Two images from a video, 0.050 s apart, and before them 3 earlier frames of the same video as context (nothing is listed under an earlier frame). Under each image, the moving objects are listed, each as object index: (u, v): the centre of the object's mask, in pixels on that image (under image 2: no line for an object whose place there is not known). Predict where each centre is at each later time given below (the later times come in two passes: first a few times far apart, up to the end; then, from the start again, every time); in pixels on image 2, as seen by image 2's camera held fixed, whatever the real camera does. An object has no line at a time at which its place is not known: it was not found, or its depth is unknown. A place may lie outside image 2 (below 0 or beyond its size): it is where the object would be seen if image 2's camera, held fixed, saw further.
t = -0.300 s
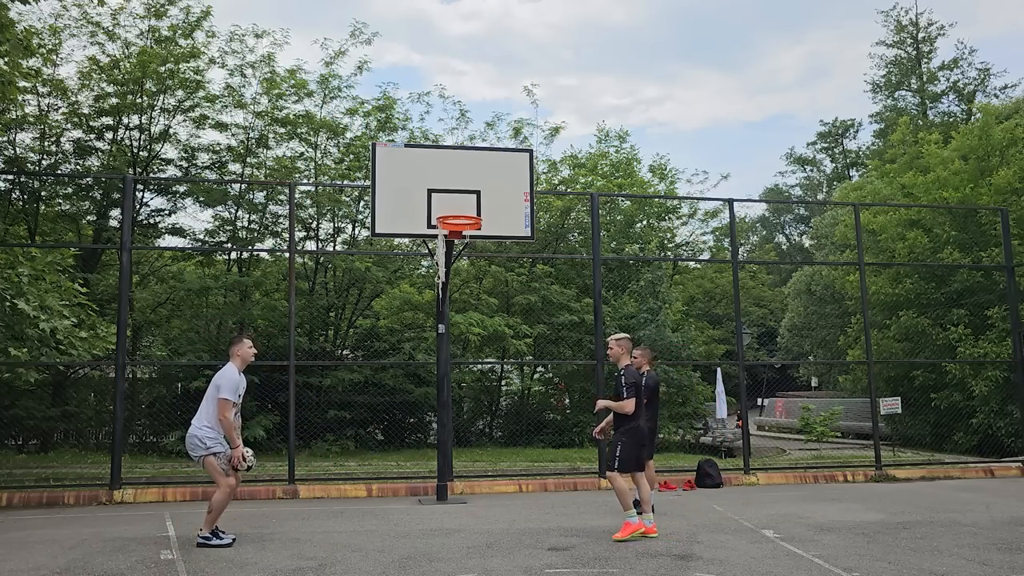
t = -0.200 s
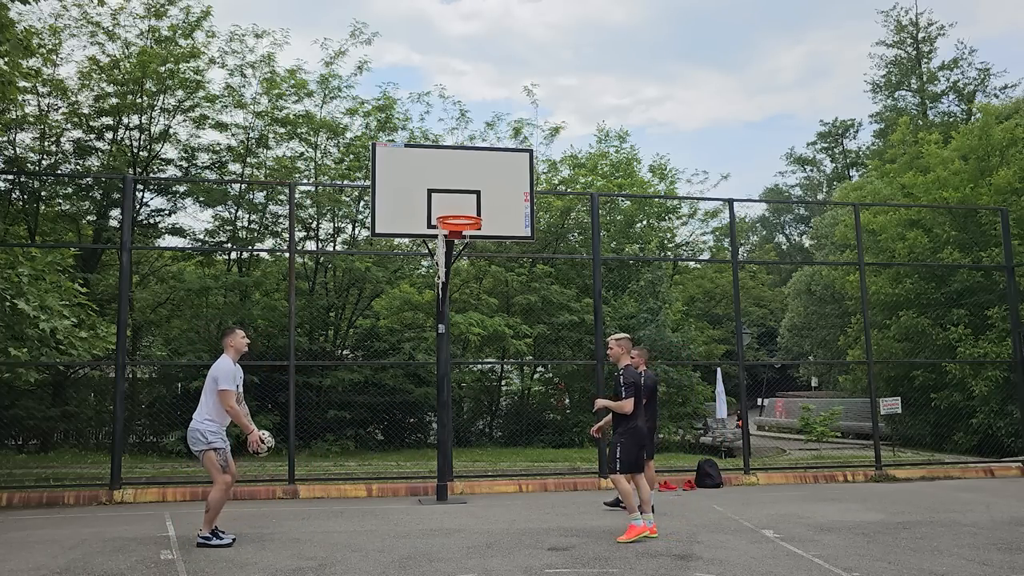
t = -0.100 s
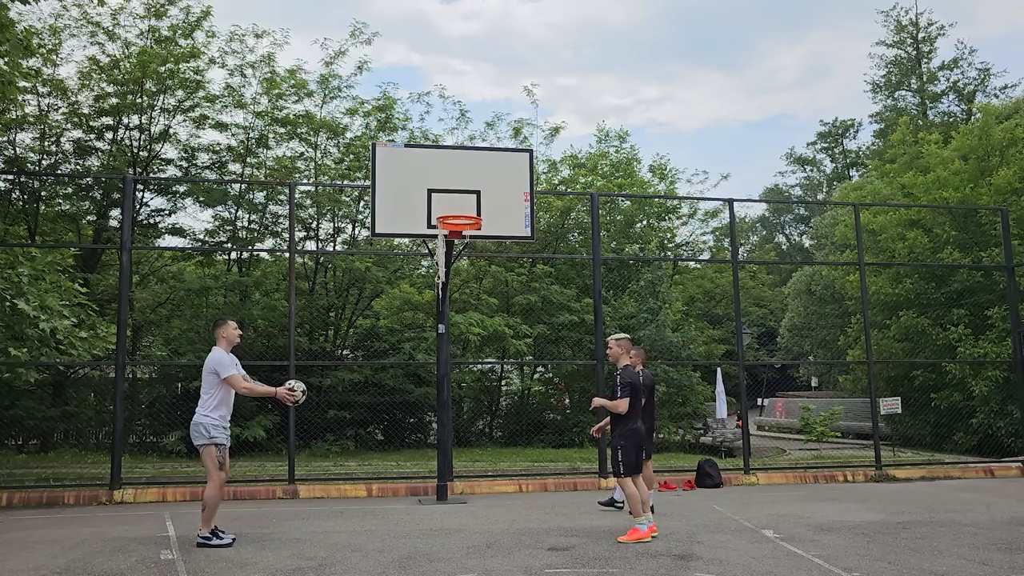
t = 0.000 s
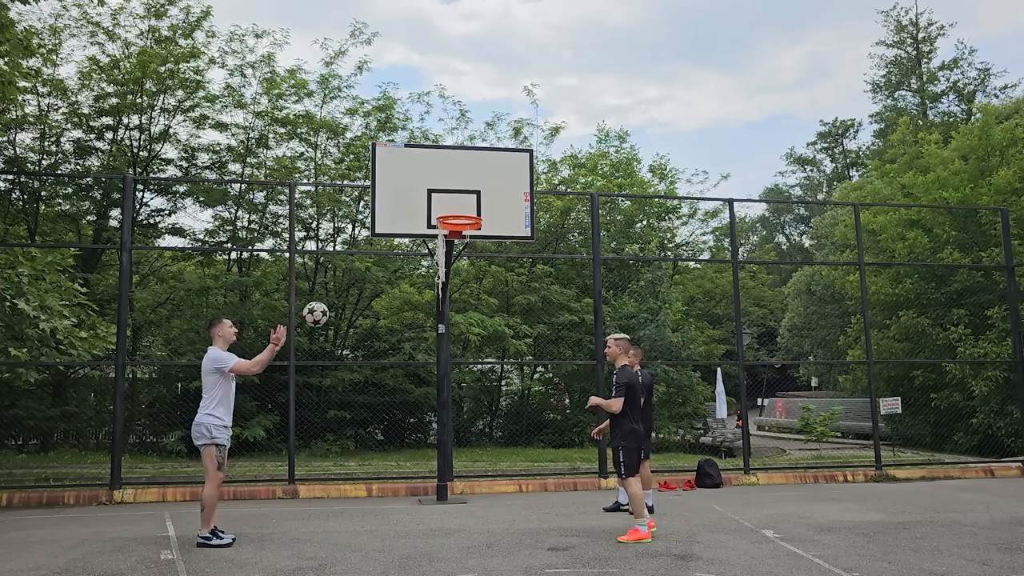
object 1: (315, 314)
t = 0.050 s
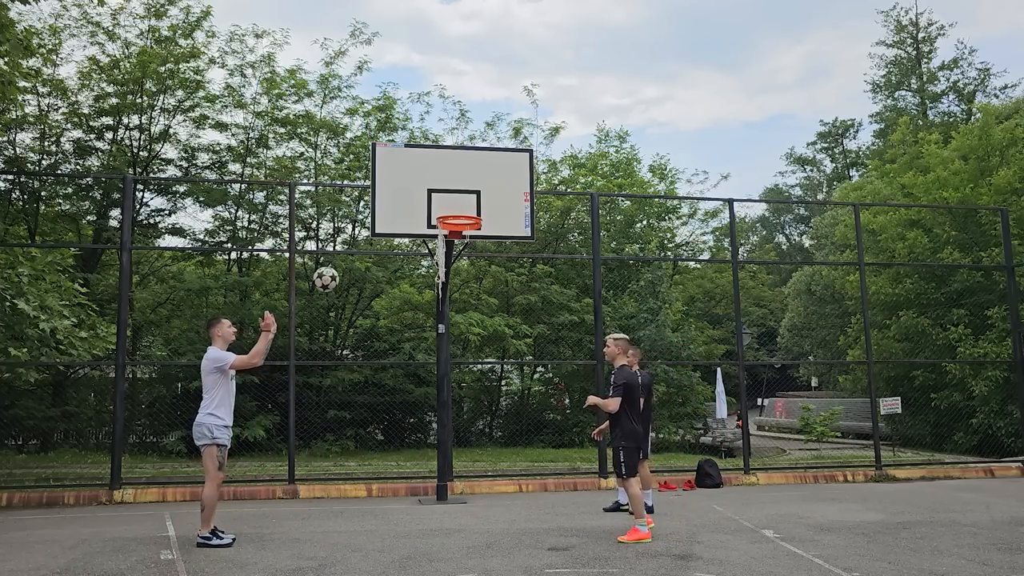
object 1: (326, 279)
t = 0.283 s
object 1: (371, 161)
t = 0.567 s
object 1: (424, 104)
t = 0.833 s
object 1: (473, 128)
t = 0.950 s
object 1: (494, 161)
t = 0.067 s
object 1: (329, 268)
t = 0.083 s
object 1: (332, 258)
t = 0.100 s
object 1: (336, 248)
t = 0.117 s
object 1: (339, 238)
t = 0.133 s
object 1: (343, 229)
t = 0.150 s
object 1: (346, 220)
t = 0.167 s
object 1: (348, 210)
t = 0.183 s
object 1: (352, 203)
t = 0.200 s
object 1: (355, 195)
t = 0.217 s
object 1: (358, 188)
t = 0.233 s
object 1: (362, 180)
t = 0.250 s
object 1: (365, 174)
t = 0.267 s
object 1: (369, 167)
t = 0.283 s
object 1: (371, 161)
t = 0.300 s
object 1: (375, 155)
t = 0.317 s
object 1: (378, 150)
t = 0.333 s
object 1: (381, 145)
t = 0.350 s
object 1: (385, 139)
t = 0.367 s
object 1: (387, 135)
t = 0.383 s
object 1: (391, 131)
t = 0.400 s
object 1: (393, 128)
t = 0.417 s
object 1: (397, 124)
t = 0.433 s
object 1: (400, 121)
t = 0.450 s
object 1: (403, 118)
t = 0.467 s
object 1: (406, 115)
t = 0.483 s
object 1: (409, 112)
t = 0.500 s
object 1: (412, 110)
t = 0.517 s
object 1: (415, 108)
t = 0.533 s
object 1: (418, 107)
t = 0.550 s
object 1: (421, 106)
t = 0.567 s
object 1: (424, 104)
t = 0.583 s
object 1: (428, 104)
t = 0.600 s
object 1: (430, 103)
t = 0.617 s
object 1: (433, 103)
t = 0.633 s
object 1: (437, 103)
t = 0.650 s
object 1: (440, 104)
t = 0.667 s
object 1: (443, 105)
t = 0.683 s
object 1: (446, 106)
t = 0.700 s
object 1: (449, 107)
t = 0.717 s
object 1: (452, 108)
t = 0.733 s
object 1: (455, 110)
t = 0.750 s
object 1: (458, 113)
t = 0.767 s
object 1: (461, 115)
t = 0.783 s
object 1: (464, 118)
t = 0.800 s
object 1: (467, 121)
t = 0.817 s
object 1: (470, 124)
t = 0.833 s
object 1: (473, 128)
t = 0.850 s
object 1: (476, 132)
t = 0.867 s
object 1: (479, 136)
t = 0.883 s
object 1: (482, 140)
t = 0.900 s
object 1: (485, 145)
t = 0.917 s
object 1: (488, 150)
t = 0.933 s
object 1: (491, 155)
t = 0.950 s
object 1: (494, 161)
